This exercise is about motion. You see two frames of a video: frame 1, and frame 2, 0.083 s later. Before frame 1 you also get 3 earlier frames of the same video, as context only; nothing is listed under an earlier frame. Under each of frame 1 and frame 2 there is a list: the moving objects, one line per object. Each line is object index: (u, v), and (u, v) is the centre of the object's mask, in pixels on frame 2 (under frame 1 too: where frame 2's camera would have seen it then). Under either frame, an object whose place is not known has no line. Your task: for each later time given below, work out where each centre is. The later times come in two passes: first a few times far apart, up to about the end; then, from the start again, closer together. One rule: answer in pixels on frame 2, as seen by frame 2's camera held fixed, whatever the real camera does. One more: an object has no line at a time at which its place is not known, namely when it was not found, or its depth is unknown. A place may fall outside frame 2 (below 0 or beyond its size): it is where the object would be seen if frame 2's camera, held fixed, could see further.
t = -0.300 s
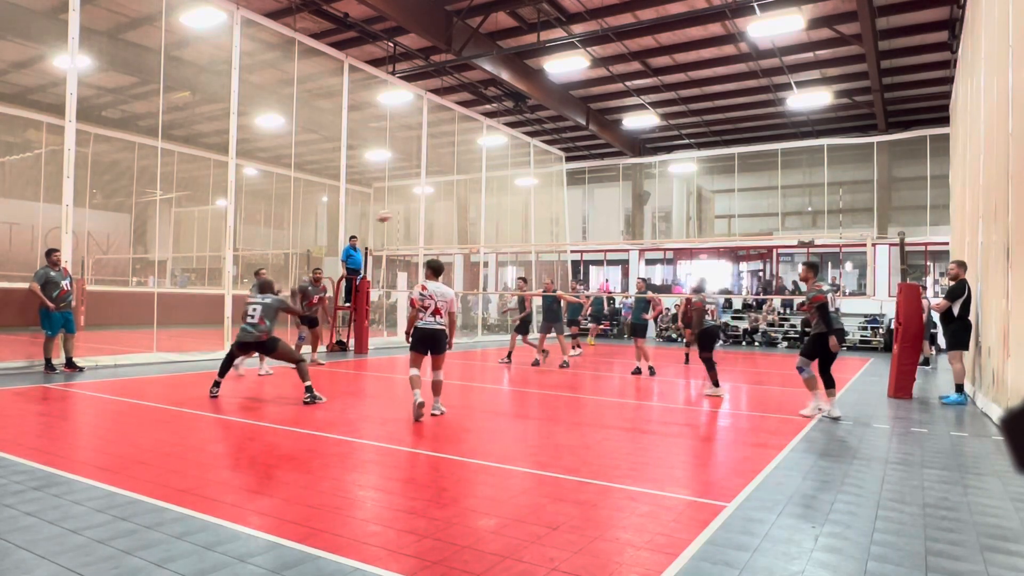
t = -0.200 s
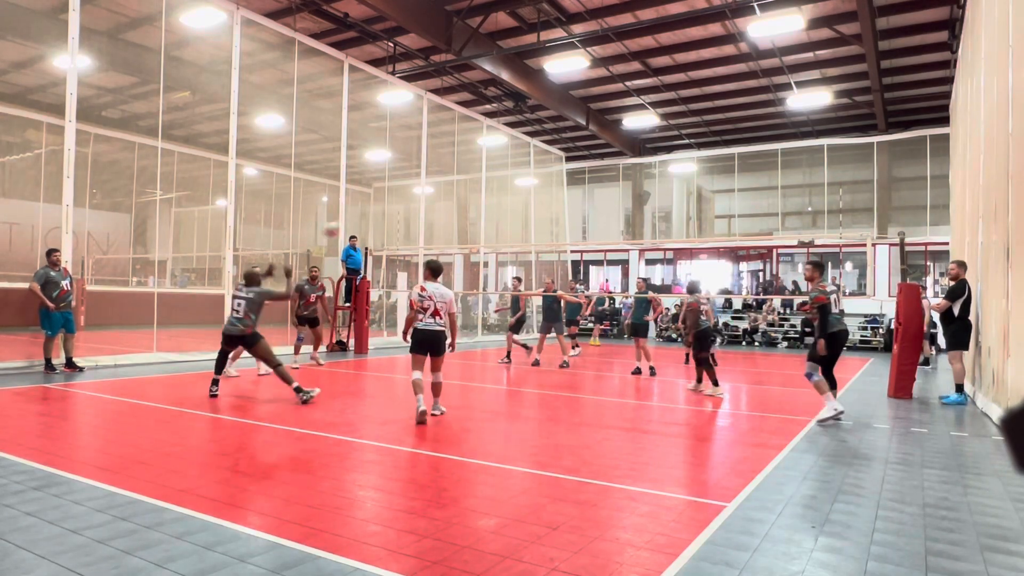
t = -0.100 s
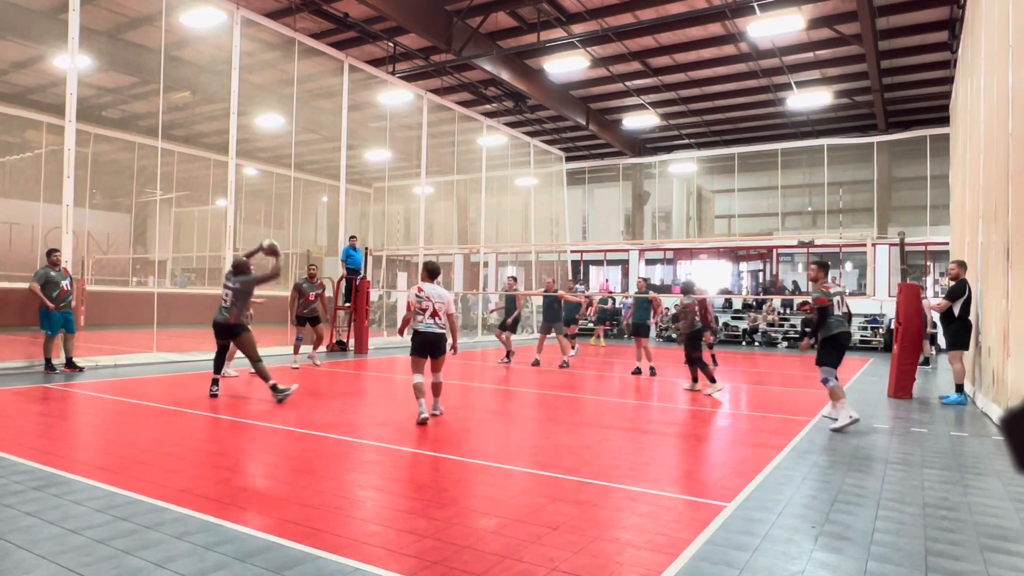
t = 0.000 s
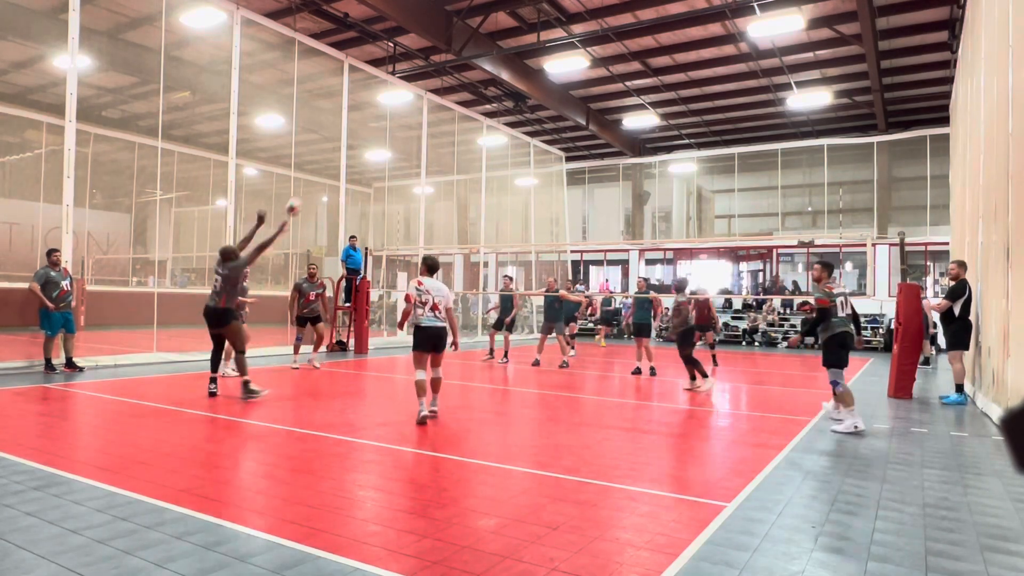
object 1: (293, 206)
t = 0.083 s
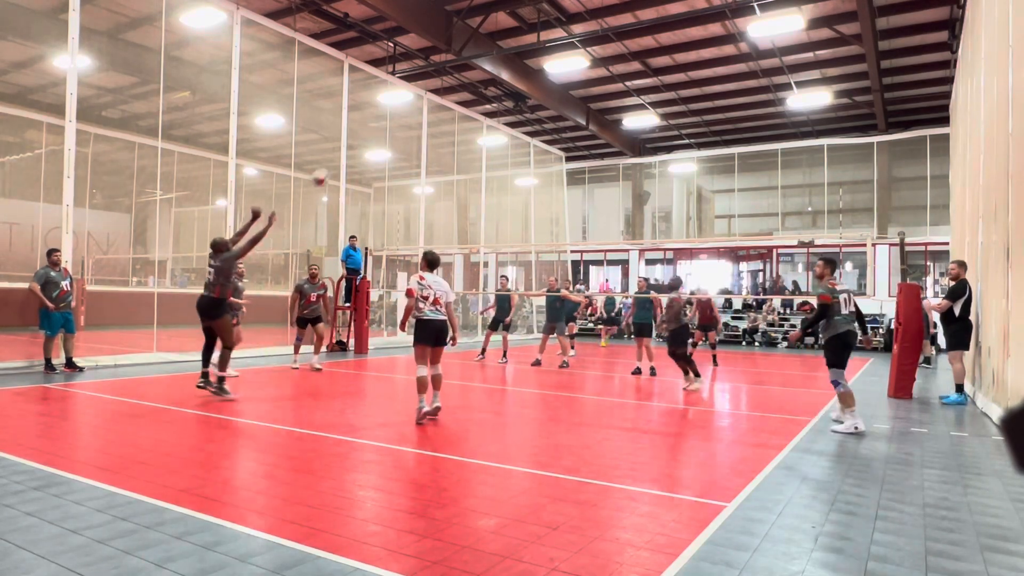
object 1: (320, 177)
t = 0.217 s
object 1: (359, 144)
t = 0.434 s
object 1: (416, 119)
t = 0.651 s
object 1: (466, 128)
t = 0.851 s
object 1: (507, 163)
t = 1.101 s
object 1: (553, 239)
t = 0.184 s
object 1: (350, 152)
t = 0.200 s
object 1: (354, 148)
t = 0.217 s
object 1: (359, 144)
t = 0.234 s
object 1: (363, 141)
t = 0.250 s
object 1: (368, 138)
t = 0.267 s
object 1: (372, 135)
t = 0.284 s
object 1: (377, 132)
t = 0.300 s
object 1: (382, 130)
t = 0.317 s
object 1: (386, 128)
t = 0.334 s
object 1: (390, 126)
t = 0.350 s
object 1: (395, 124)
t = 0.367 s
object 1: (399, 122)
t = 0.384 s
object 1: (403, 121)
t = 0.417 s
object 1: (411, 120)
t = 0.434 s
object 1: (416, 119)
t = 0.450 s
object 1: (418, 119)
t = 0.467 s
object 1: (423, 118)
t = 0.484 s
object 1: (427, 118)
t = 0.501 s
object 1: (431, 118)
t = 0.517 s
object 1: (435, 119)
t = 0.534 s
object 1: (439, 119)
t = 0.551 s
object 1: (442, 120)
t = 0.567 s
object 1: (446, 121)
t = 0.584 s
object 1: (451, 121)
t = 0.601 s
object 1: (455, 122)
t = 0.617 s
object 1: (458, 124)
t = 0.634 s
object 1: (462, 126)
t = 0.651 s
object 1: (466, 128)
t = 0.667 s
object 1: (469, 130)
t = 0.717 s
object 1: (480, 139)
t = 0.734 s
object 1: (483, 141)
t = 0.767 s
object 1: (490, 146)
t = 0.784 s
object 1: (493, 150)
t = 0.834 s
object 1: (504, 161)
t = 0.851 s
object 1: (507, 163)
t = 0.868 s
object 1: (511, 167)
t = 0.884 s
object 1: (514, 172)
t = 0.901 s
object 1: (516, 174)
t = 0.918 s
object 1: (519, 179)
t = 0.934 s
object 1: (523, 185)
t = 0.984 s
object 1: (532, 199)
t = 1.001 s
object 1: (535, 204)
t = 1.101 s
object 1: (553, 239)
